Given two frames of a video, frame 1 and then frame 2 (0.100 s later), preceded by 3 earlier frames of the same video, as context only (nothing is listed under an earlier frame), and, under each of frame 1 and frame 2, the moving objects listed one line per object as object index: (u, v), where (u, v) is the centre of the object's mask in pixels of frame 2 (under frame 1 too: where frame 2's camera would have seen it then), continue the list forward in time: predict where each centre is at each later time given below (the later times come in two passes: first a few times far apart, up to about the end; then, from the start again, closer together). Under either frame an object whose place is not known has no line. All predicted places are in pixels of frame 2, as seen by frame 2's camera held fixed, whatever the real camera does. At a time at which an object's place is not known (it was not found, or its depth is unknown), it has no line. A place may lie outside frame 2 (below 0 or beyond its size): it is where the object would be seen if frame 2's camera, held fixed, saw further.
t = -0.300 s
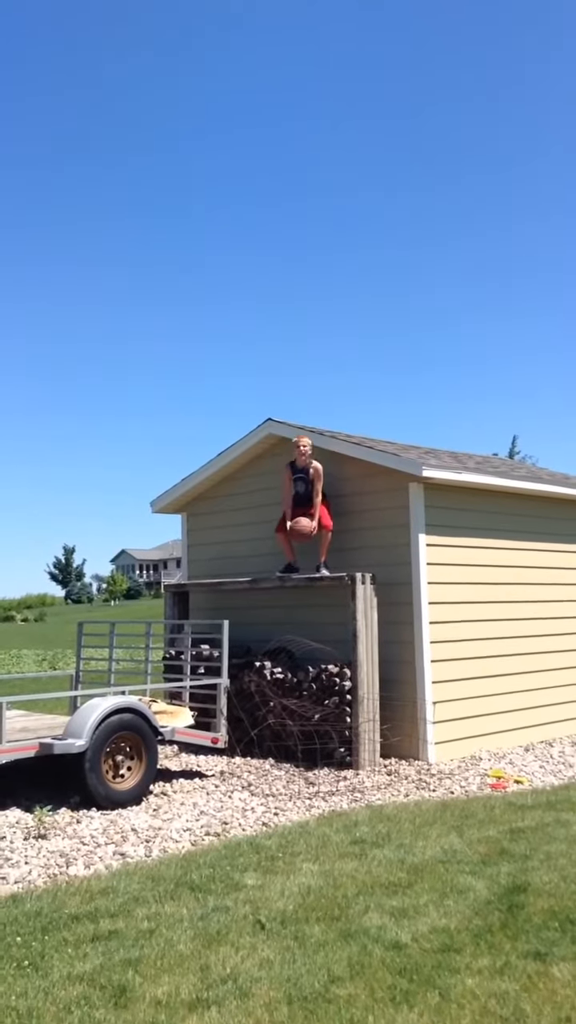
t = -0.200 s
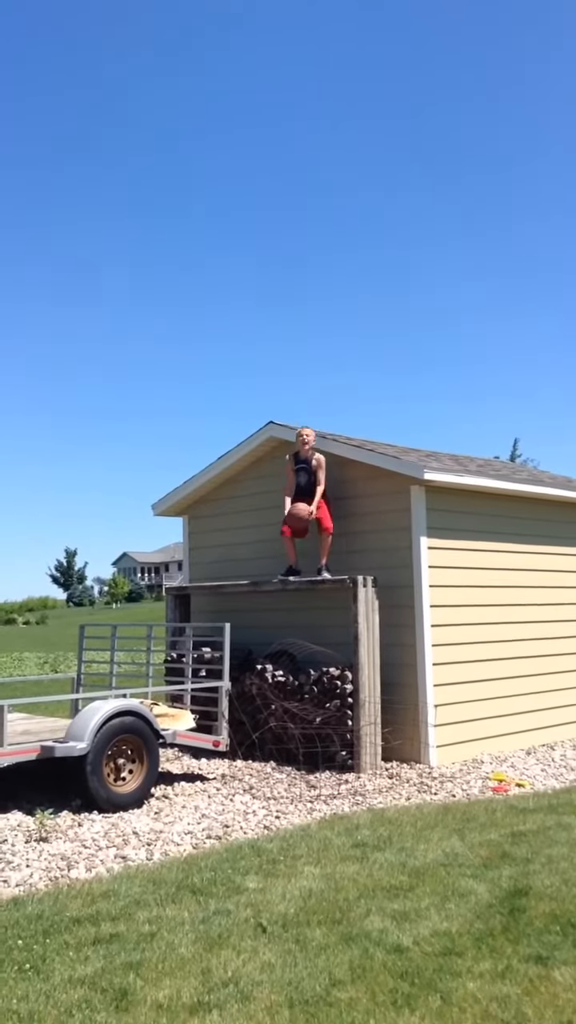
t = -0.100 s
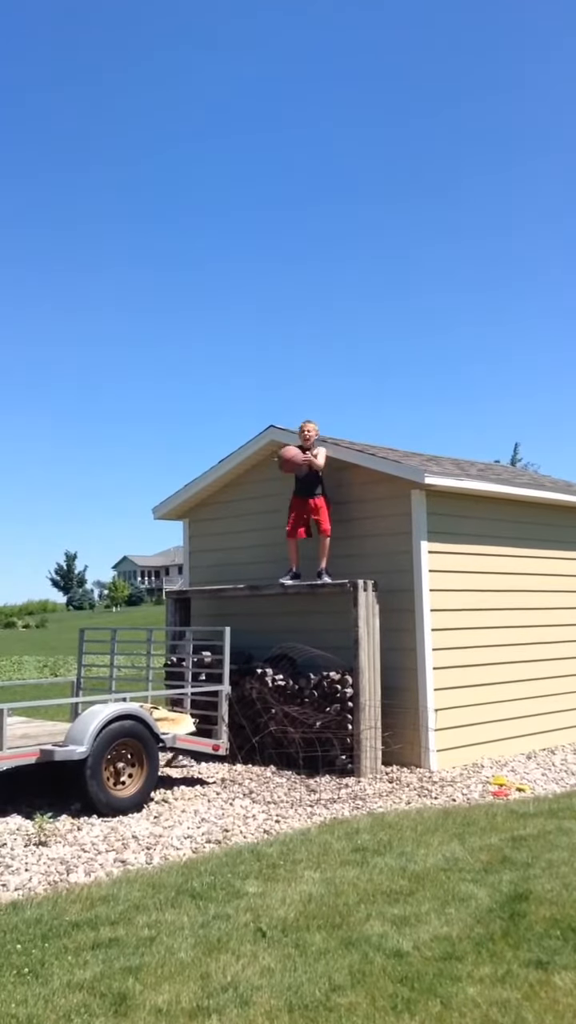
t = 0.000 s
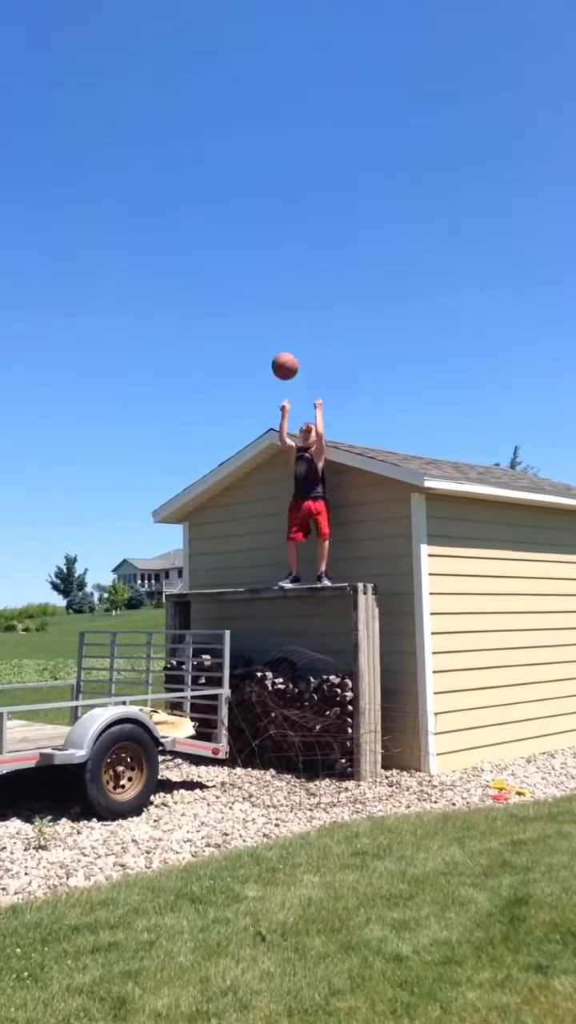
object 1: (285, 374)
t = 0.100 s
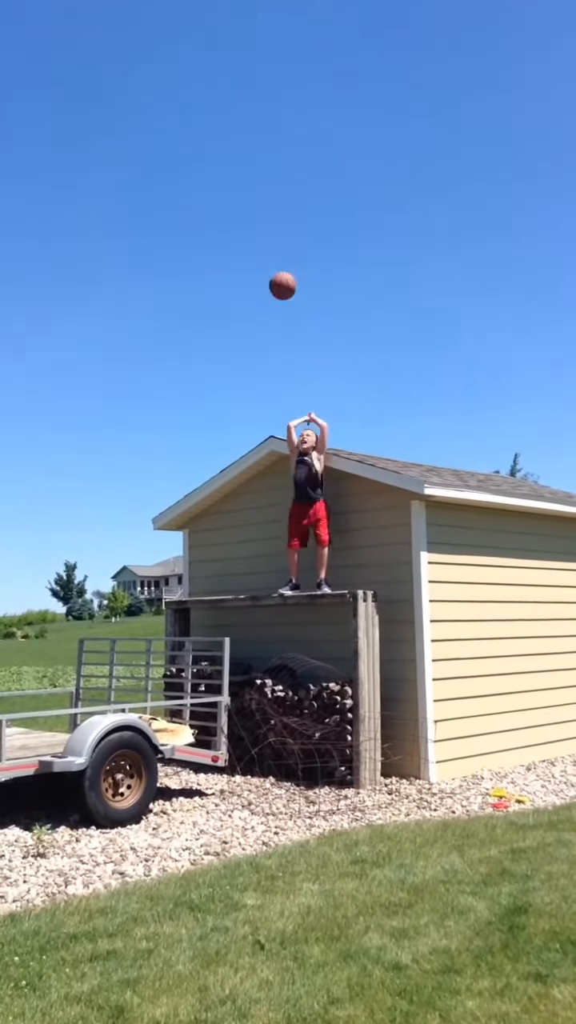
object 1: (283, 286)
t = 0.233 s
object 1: (280, 185)
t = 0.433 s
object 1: (277, 69)
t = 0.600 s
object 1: (276, 7)
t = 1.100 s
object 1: (286, 7)
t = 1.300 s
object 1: (296, 93)
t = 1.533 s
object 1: (315, 267)
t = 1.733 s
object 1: (338, 481)
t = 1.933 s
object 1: (367, 784)
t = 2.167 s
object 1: (367, 690)
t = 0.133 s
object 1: (282, 259)
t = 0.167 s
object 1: (281, 233)
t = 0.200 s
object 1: (280, 208)
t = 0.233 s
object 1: (280, 185)
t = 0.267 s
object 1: (280, 163)
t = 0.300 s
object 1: (279, 142)
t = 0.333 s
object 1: (278, 122)
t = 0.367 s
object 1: (278, 104)
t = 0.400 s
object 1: (277, 86)
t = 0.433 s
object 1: (277, 69)
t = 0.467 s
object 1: (276, 54)
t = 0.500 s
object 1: (276, 40)
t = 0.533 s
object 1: (276, 29)
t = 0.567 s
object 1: (275, 17)
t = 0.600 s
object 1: (276, 7)
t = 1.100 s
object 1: (286, 7)
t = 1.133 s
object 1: (287, 17)
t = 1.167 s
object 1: (289, 29)
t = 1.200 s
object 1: (290, 43)
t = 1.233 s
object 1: (292, 58)
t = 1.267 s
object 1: (294, 75)
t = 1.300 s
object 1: (296, 93)
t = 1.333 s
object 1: (299, 113)
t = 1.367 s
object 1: (301, 135)
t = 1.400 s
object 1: (304, 158)
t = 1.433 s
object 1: (306, 183)
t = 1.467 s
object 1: (309, 209)
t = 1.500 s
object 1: (312, 237)
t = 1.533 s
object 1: (315, 267)
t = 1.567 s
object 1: (318, 298)
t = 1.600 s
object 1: (322, 332)
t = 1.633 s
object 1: (325, 367)
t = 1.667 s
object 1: (329, 404)
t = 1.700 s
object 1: (333, 443)
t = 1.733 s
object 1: (338, 481)
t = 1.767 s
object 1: (342, 524)
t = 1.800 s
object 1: (348, 570)
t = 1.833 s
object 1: (351, 620)
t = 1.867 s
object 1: (357, 672)
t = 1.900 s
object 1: (361, 727)
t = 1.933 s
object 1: (367, 784)
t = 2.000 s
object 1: (370, 822)
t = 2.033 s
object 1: (370, 791)
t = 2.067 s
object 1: (369, 763)
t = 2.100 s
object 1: (369, 737)
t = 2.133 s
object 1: (368, 713)
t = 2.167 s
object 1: (367, 690)
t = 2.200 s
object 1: (367, 670)
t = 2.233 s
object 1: (367, 651)
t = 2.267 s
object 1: (367, 634)
